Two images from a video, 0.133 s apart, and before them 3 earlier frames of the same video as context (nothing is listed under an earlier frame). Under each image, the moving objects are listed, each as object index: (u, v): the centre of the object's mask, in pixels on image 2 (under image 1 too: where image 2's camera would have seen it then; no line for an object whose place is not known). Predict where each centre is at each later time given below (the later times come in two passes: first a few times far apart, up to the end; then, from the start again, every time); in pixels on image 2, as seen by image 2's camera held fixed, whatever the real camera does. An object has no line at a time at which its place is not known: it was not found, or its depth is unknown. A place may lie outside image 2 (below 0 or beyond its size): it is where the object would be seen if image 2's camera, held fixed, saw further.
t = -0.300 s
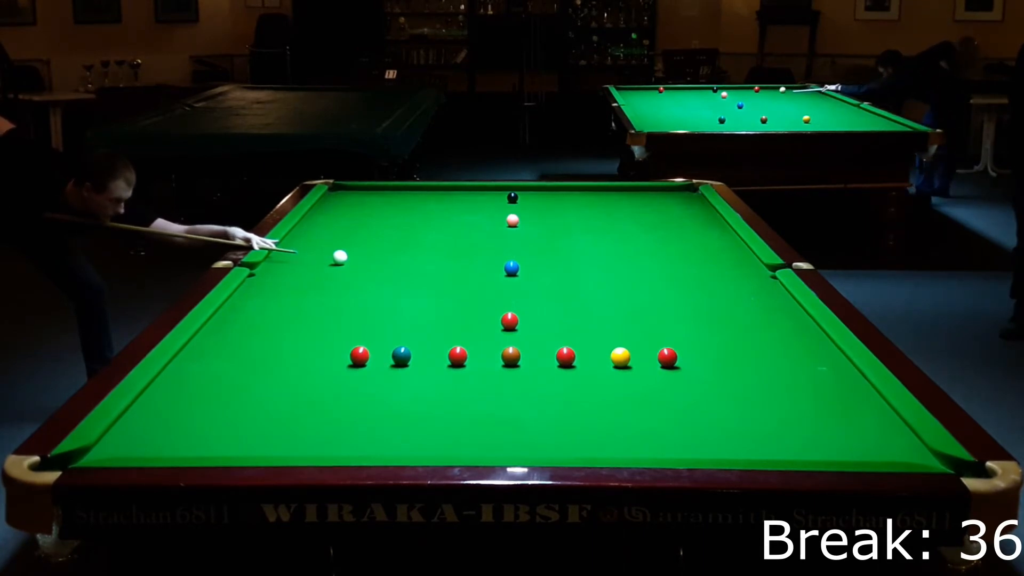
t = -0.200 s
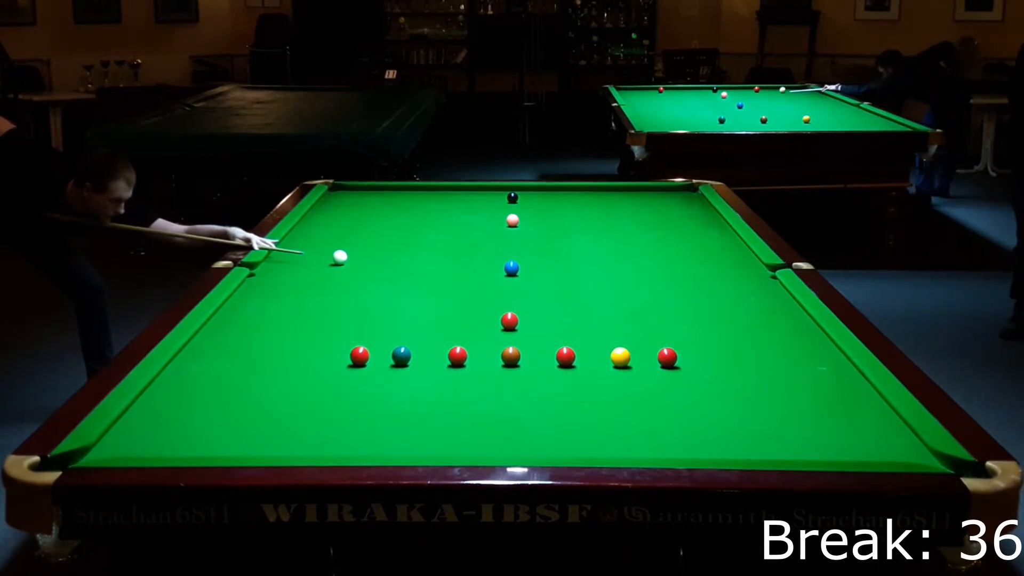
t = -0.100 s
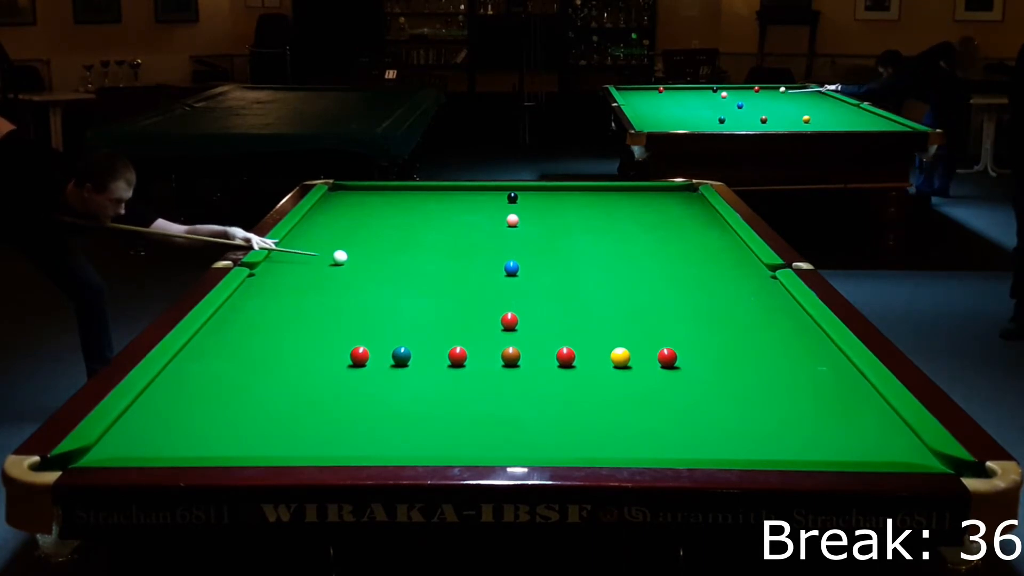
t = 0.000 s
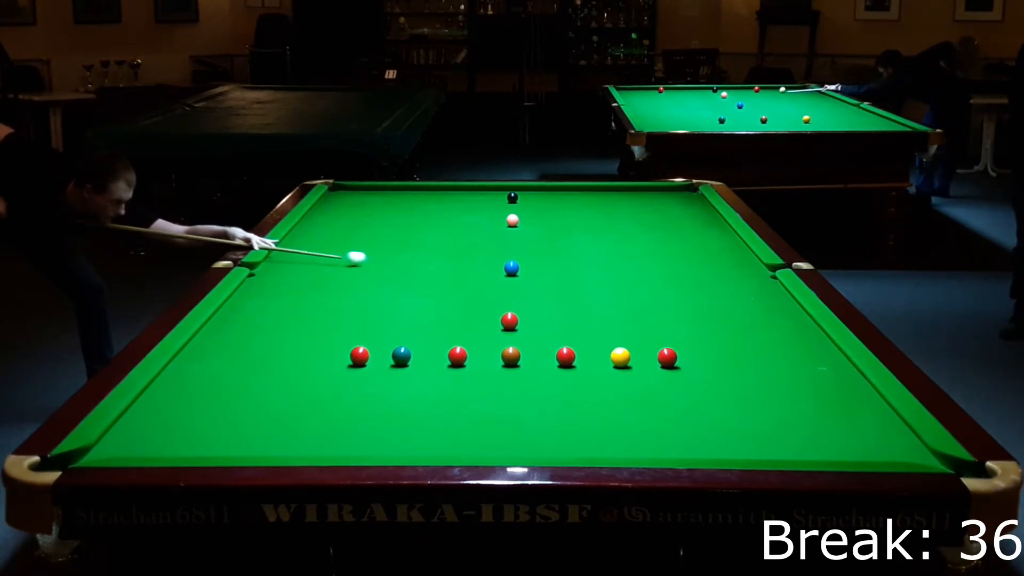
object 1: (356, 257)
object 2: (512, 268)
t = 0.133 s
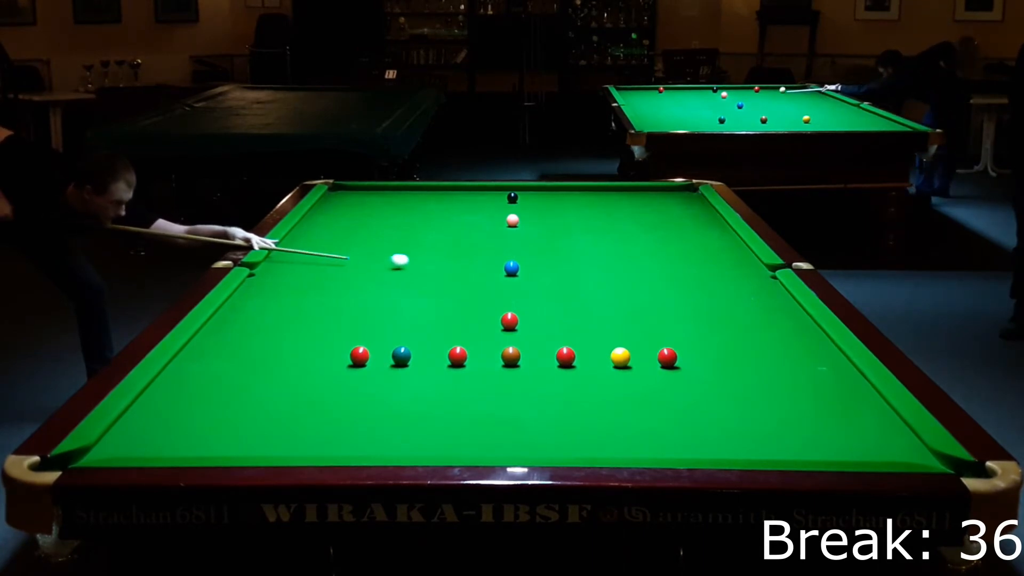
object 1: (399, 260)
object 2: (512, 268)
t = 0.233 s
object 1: (429, 262)
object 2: (512, 268)
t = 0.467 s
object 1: (496, 267)
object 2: (514, 268)
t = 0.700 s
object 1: (511, 272)
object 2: (562, 268)
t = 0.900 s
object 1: (525, 276)
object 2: (599, 268)
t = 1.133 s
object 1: (542, 280)
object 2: (641, 268)
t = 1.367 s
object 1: (557, 284)
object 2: (682, 268)
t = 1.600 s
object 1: (573, 288)
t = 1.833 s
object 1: (588, 292)
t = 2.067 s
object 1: (602, 295)
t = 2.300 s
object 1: (615, 298)
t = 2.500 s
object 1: (626, 301)
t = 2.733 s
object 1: (637, 303)
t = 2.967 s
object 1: (647, 305)
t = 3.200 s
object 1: (656, 307)
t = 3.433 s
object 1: (664, 309)
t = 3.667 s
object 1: (670, 310)
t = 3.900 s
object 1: (675, 311)
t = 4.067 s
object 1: (678, 312)
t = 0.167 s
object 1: (409, 261)
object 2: (512, 268)
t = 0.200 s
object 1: (419, 262)
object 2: (512, 268)
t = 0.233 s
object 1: (429, 262)
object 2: (512, 268)
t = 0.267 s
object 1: (439, 263)
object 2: (512, 268)
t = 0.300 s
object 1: (449, 264)
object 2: (512, 268)
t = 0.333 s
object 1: (458, 264)
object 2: (511, 268)
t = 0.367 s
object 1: (468, 265)
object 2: (511, 268)
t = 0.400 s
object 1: (478, 265)
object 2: (512, 268)
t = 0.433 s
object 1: (488, 266)
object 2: (512, 268)
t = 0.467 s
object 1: (496, 267)
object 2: (514, 268)
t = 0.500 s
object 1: (497, 268)
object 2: (522, 267)
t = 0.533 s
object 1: (499, 269)
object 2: (530, 268)
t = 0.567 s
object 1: (501, 269)
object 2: (537, 268)
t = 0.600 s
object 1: (503, 270)
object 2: (543, 268)
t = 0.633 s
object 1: (506, 271)
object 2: (549, 268)
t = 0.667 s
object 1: (508, 271)
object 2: (556, 268)
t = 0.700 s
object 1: (511, 272)
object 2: (562, 268)
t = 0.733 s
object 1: (513, 273)
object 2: (568, 268)
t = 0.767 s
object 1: (515, 273)
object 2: (574, 268)
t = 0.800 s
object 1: (518, 274)
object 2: (581, 268)
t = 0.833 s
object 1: (520, 275)
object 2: (587, 268)
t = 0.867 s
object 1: (523, 275)
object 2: (593, 268)
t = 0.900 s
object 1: (525, 276)
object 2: (599, 268)
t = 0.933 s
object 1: (527, 276)
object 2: (605, 268)
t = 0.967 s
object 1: (530, 277)
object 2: (611, 268)
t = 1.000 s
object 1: (532, 278)
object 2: (617, 268)
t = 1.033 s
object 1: (534, 278)
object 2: (623, 268)
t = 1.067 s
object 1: (537, 279)
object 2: (629, 268)
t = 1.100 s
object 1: (539, 280)
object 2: (636, 268)
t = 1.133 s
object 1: (542, 280)
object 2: (641, 268)
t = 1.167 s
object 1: (544, 281)
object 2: (647, 268)
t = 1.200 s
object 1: (546, 281)
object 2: (653, 268)
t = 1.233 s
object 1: (548, 282)
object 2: (659, 268)
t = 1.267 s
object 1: (551, 283)
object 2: (665, 268)
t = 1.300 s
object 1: (553, 283)
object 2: (671, 269)
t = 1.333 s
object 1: (555, 284)
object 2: (676, 268)
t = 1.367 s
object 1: (557, 284)
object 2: (682, 268)
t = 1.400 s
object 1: (560, 285)
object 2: (688, 268)
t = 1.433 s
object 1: (562, 286)
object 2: (693, 269)
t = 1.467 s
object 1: (564, 286)
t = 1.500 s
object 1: (567, 287)
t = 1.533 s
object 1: (569, 287)
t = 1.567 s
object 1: (571, 288)
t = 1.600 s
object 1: (573, 288)
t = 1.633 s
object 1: (575, 289)
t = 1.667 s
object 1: (577, 289)
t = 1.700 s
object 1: (579, 290)
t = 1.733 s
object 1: (581, 290)
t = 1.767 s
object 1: (583, 291)
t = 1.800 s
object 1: (586, 291)
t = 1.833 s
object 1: (588, 292)
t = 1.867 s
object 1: (590, 292)
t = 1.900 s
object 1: (592, 293)
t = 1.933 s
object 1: (594, 293)
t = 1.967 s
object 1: (596, 294)
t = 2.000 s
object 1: (598, 294)
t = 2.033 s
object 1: (600, 295)
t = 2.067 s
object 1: (602, 295)
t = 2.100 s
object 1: (604, 296)
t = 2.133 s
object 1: (606, 296)
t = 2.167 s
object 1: (608, 296)
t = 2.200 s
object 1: (609, 297)
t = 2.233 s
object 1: (611, 297)
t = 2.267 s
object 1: (613, 298)
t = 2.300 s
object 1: (615, 298)
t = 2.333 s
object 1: (617, 299)
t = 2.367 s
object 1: (619, 299)
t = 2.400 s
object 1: (620, 300)
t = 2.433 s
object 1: (622, 300)
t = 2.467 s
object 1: (624, 300)
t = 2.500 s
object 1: (626, 301)
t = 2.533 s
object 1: (627, 301)
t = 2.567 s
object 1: (629, 301)
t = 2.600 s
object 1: (631, 301)
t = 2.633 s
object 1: (632, 302)
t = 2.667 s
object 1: (634, 302)
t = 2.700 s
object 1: (635, 303)
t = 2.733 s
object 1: (637, 303)
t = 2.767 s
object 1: (639, 303)
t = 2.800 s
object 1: (640, 304)
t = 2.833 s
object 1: (642, 304)
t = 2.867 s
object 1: (643, 304)
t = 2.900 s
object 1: (644, 305)
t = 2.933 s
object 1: (646, 305)
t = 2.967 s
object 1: (647, 305)
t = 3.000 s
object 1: (649, 305)
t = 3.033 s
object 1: (650, 306)
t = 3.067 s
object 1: (651, 306)
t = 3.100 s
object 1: (652, 306)
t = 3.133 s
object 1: (654, 307)
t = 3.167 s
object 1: (655, 307)
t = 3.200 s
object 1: (656, 307)
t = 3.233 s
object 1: (657, 308)
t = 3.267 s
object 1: (658, 308)
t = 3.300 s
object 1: (659, 308)
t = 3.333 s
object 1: (660, 308)
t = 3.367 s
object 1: (661, 308)
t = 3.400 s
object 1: (663, 309)
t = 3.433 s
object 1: (664, 309)
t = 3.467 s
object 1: (664, 309)
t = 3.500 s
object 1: (665, 309)
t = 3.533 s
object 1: (666, 310)
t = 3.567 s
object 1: (667, 310)
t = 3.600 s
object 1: (668, 310)
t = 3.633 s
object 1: (669, 310)
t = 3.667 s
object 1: (670, 310)
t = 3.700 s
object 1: (671, 310)
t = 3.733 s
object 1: (672, 310)
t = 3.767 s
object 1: (672, 311)
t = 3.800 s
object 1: (673, 311)
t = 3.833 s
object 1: (674, 311)
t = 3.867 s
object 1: (674, 311)
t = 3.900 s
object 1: (675, 311)
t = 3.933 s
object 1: (676, 311)
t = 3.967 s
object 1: (676, 311)
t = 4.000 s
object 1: (677, 311)
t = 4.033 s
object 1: (677, 312)
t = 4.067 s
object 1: (678, 312)
